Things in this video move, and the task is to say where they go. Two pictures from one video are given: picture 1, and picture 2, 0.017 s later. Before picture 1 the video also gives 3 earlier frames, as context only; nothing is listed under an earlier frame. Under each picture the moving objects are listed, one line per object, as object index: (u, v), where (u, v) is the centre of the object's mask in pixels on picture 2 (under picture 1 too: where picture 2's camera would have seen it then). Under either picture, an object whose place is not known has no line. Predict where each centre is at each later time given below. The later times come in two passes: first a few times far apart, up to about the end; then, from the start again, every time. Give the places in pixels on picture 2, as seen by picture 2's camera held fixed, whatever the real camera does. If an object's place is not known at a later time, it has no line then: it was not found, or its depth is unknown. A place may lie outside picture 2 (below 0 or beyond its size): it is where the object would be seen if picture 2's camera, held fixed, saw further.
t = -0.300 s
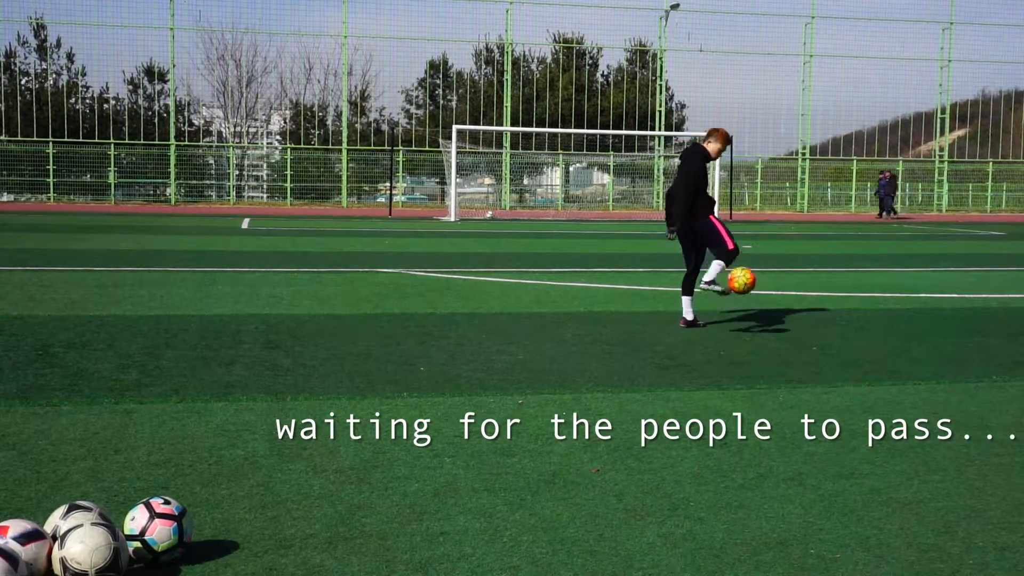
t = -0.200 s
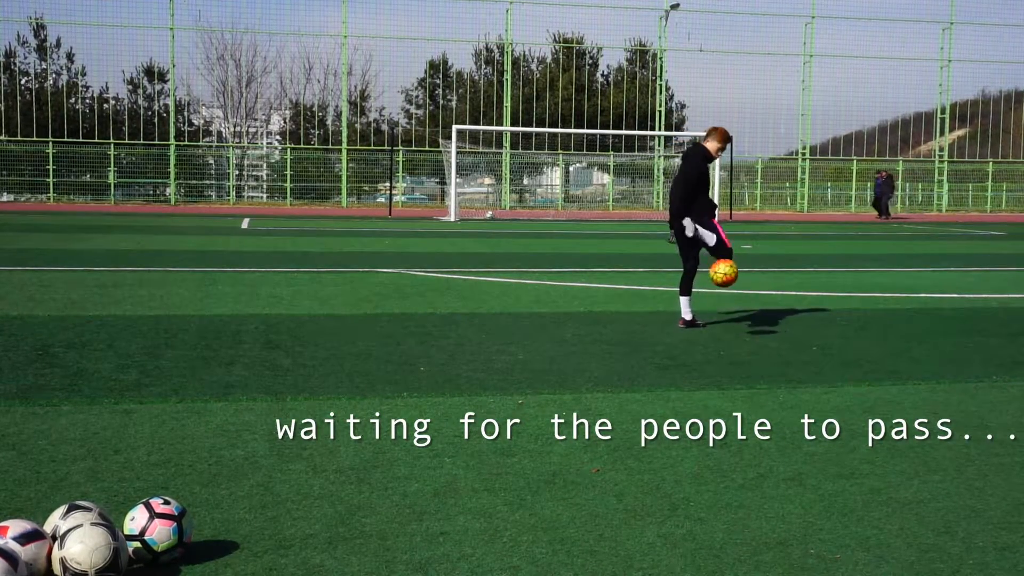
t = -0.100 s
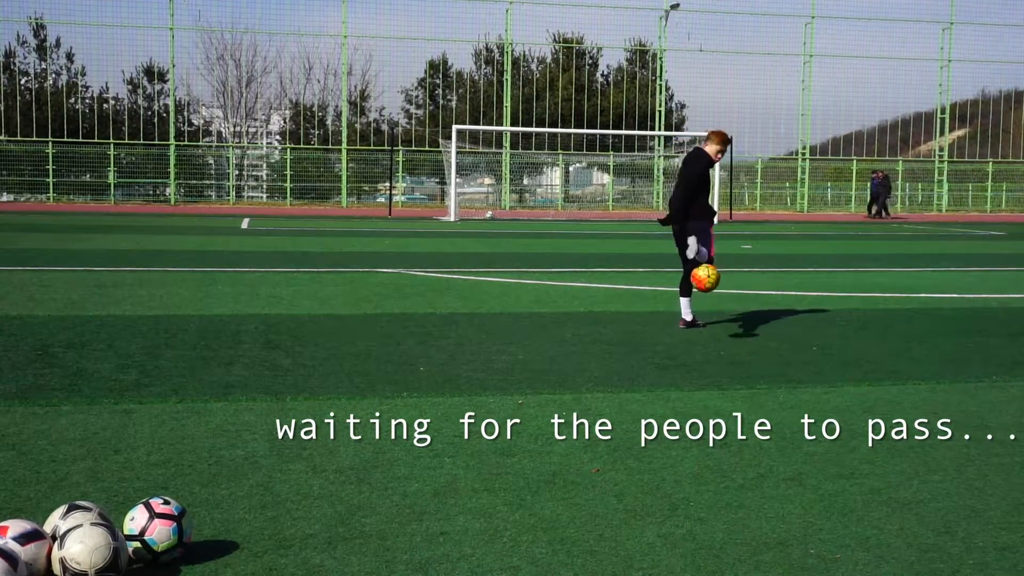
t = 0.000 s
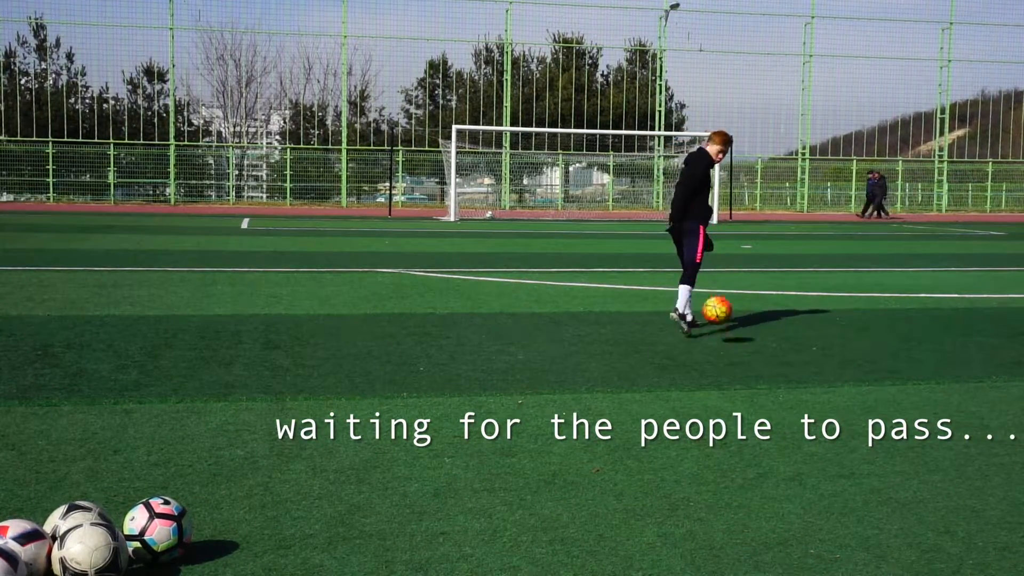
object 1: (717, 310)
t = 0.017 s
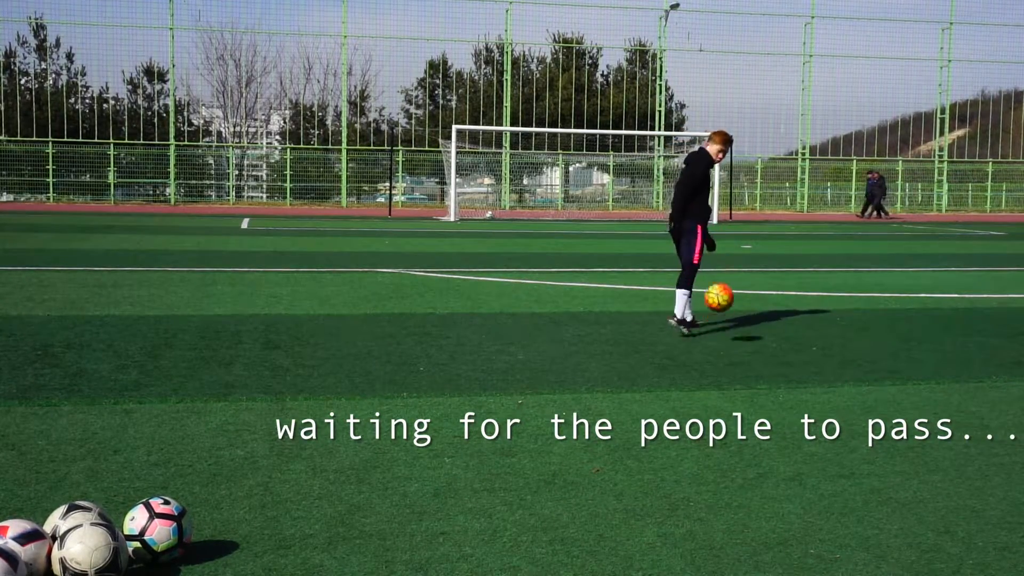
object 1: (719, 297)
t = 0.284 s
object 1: (747, 139)
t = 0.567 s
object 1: (773, 69)
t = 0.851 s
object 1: (797, 109)
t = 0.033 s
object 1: (721, 285)
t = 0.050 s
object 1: (722, 273)
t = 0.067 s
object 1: (724, 262)
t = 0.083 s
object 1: (726, 250)
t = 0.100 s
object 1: (727, 239)
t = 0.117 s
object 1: (729, 228)
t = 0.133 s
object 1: (731, 218)
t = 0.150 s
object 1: (733, 208)
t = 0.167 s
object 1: (735, 198)
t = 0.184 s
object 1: (736, 188)
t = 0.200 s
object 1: (738, 180)
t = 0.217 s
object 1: (740, 171)
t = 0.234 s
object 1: (741, 163)
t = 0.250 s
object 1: (743, 154)
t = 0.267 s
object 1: (745, 147)
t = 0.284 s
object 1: (747, 139)
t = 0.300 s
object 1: (748, 132)
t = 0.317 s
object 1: (750, 126)
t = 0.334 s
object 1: (751, 119)
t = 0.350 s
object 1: (753, 113)
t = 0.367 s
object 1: (755, 108)
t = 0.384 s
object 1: (756, 102)
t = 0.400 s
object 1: (758, 97)
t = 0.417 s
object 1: (759, 93)
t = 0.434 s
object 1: (761, 89)
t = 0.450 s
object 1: (762, 85)
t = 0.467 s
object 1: (764, 82)
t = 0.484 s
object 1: (765, 78)
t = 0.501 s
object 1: (767, 76)
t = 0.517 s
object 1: (769, 74)
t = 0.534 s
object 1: (770, 72)
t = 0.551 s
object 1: (772, 70)
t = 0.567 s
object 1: (773, 69)
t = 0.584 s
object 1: (775, 68)
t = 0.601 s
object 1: (776, 68)
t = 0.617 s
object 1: (778, 68)
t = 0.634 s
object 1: (779, 68)
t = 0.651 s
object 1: (781, 69)
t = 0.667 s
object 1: (782, 70)
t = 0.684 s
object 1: (783, 72)
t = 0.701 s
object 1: (785, 73)
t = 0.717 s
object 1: (786, 76)
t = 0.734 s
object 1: (787, 78)
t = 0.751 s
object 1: (789, 82)
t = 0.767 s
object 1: (791, 85)
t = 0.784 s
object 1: (792, 89)
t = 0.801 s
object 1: (793, 93)
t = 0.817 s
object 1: (794, 98)
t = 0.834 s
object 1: (796, 103)
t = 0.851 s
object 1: (797, 109)
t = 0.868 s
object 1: (798, 114)
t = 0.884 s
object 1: (800, 120)
